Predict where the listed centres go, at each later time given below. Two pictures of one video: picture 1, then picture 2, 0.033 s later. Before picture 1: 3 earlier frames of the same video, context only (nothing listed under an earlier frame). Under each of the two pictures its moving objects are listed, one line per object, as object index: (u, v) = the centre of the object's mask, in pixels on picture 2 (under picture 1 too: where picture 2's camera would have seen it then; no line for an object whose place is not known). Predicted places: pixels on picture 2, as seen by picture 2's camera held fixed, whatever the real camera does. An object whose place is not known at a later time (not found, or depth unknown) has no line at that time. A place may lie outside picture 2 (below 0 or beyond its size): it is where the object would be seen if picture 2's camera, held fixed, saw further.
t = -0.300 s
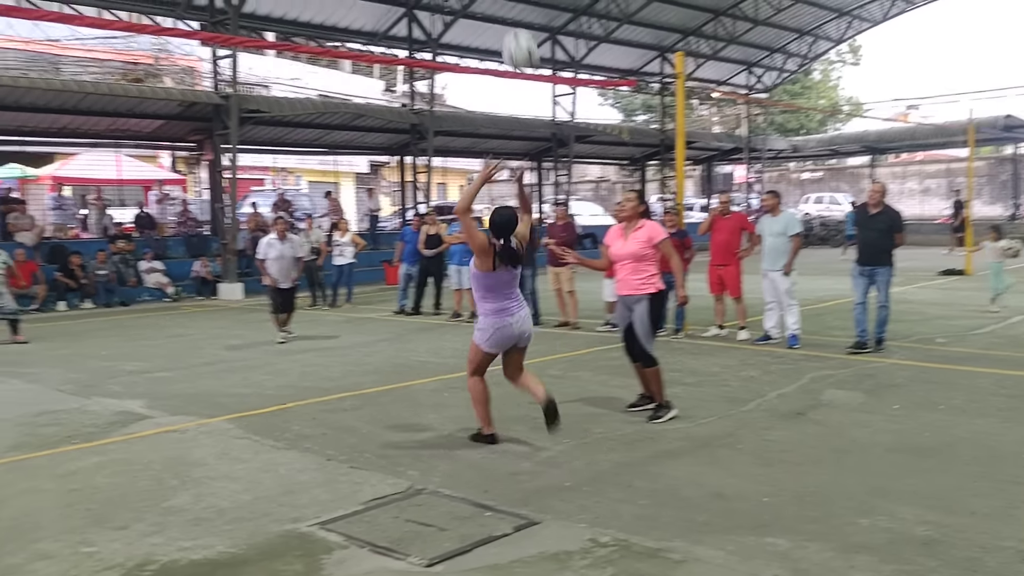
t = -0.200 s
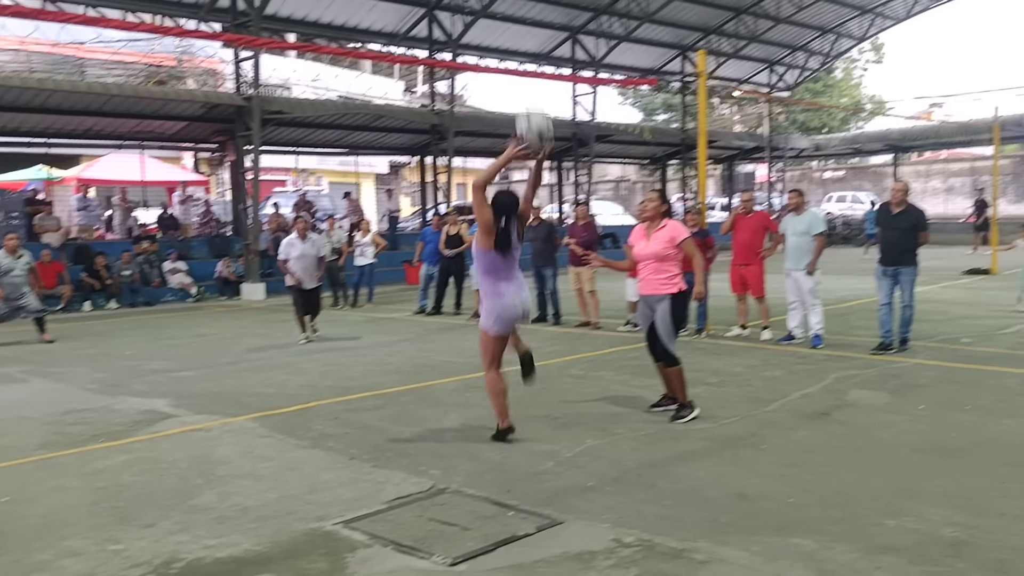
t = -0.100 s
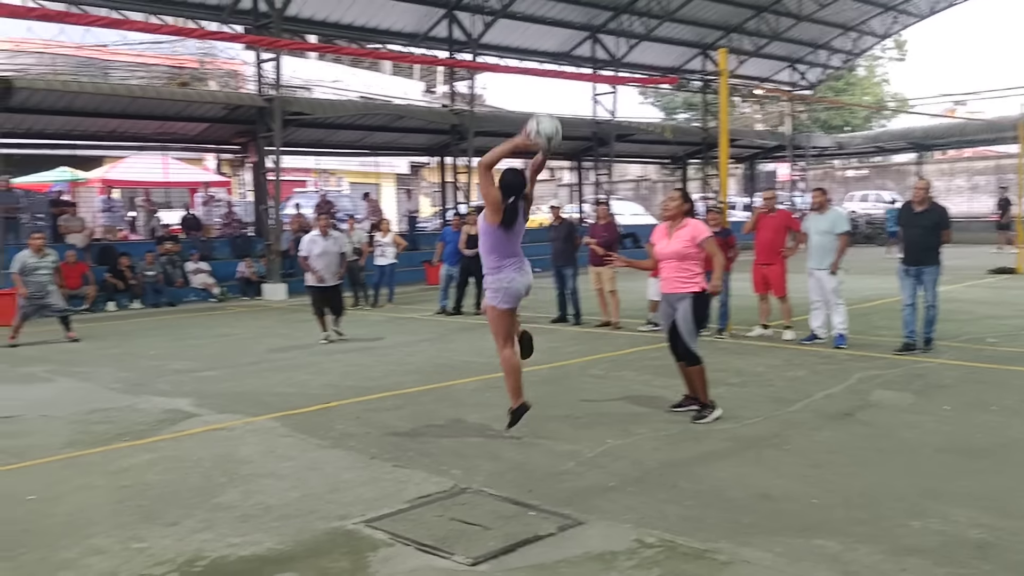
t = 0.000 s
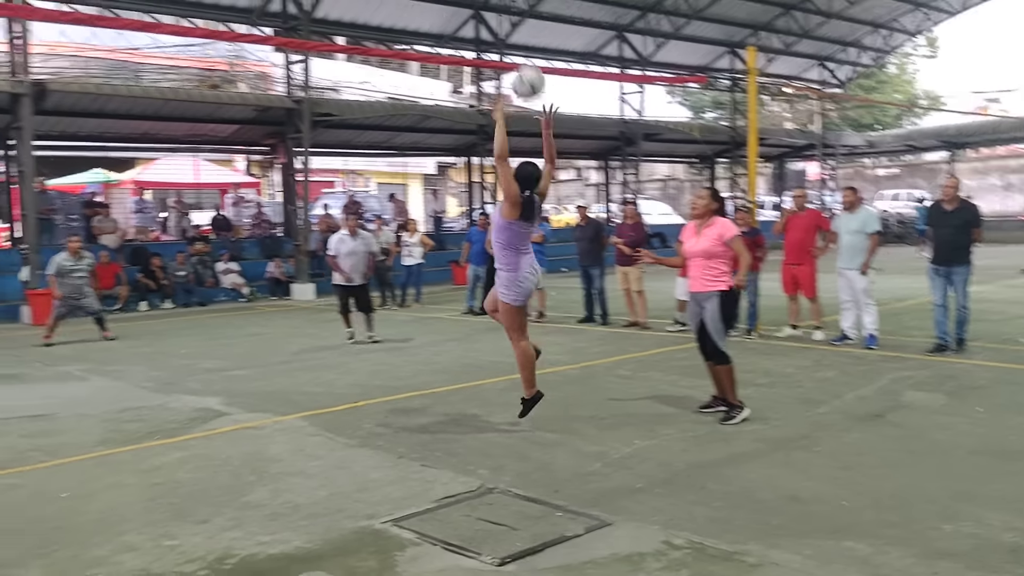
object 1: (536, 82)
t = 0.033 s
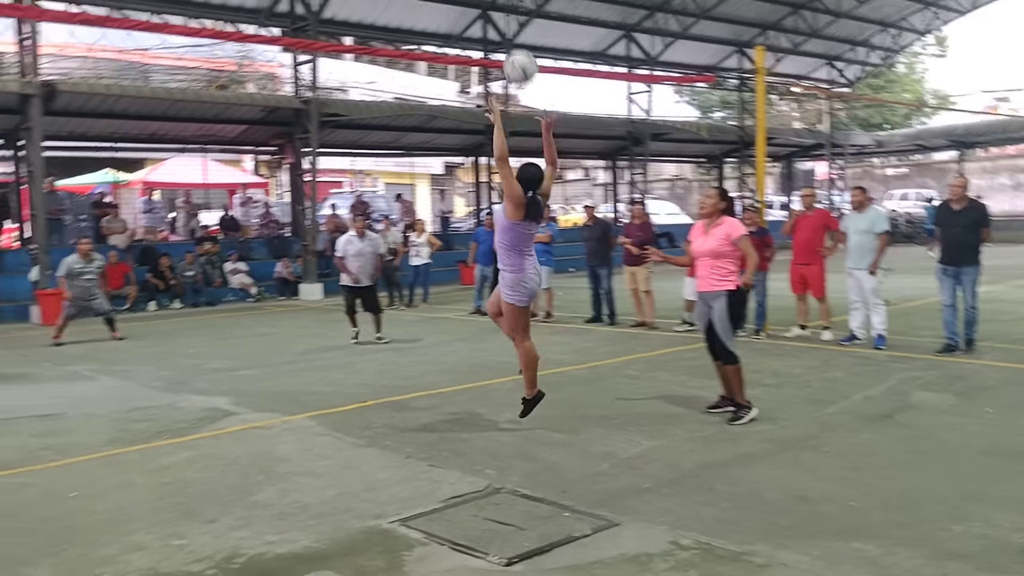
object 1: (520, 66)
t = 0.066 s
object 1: (506, 56)
